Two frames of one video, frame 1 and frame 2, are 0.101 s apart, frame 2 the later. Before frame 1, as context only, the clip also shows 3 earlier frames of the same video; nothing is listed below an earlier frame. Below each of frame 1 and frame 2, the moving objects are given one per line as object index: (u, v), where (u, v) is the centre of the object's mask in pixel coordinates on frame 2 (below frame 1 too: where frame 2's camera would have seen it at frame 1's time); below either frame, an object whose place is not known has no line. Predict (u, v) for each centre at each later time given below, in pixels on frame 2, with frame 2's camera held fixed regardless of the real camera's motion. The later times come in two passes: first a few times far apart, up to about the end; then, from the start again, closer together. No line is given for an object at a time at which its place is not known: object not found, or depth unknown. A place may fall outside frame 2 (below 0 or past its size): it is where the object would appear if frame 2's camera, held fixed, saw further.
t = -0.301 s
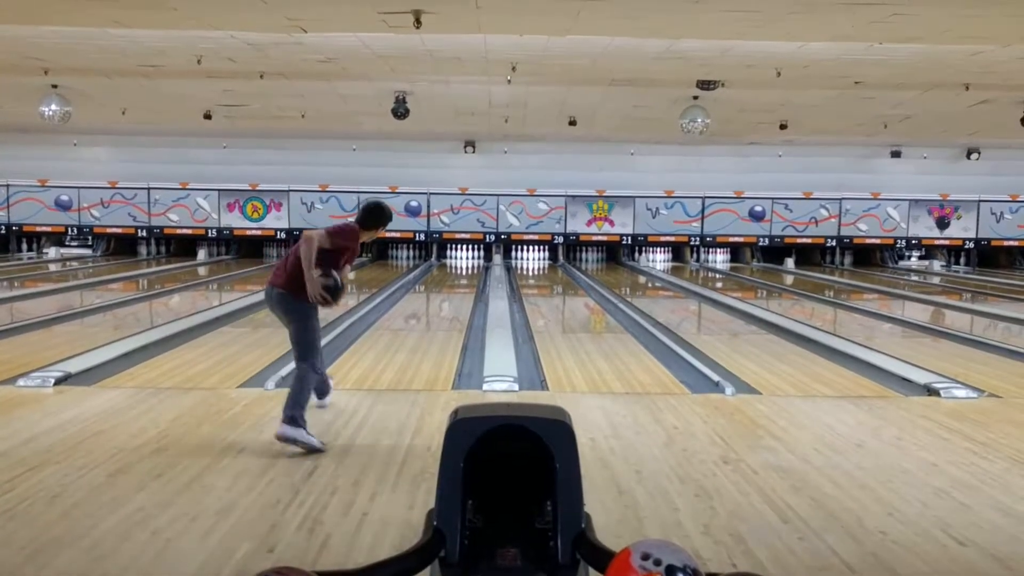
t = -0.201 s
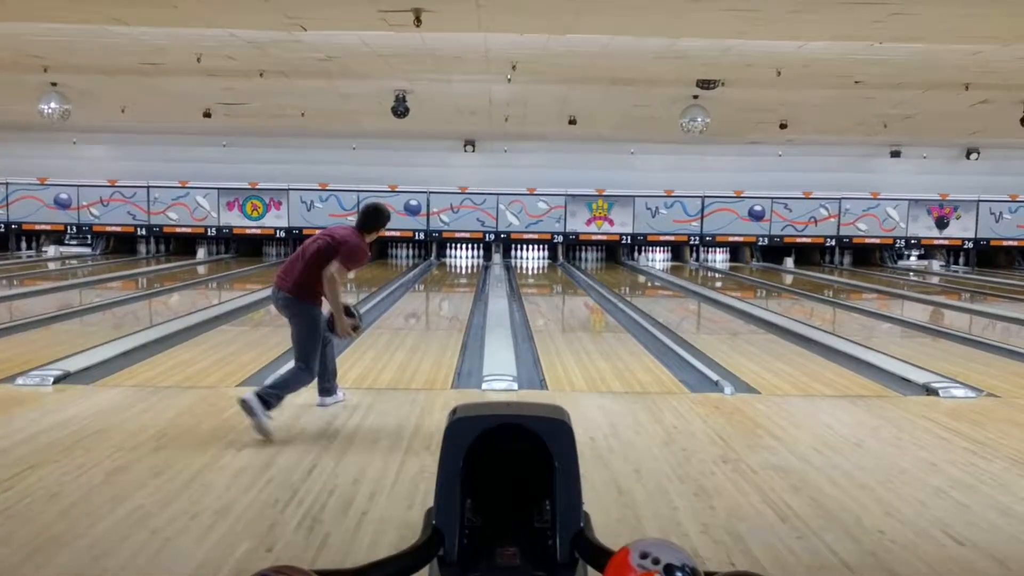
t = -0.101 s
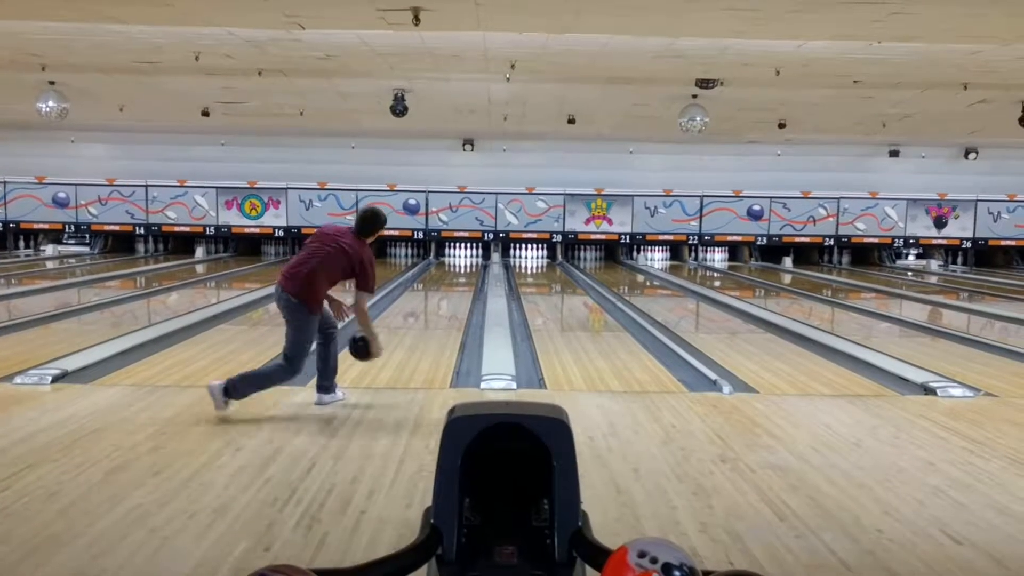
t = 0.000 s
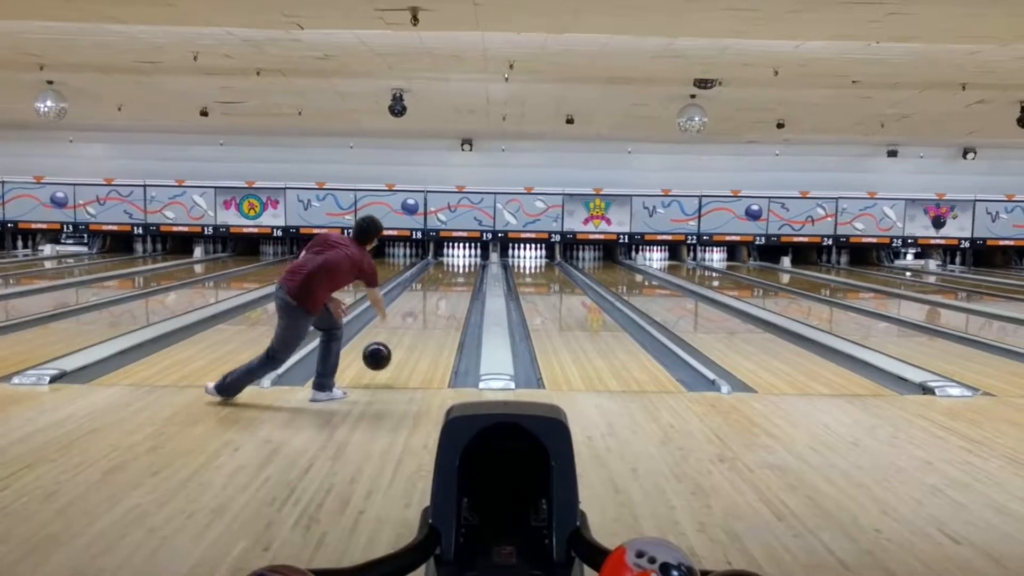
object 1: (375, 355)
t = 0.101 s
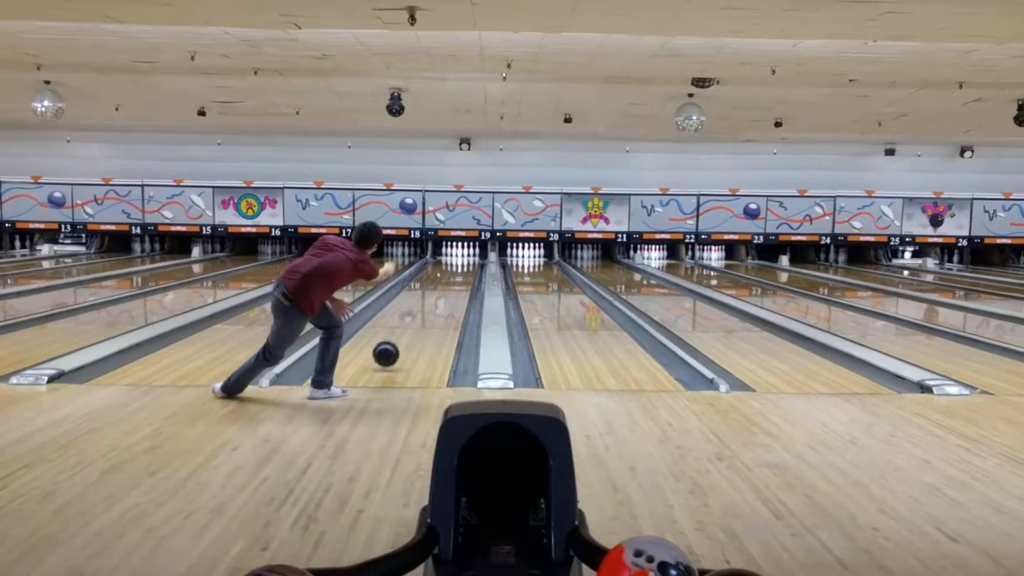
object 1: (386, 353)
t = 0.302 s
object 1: (402, 336)
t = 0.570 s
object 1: (418, 316)
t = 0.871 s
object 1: (430, 300)
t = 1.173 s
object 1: (439, 289)
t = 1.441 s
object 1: (444, 281)
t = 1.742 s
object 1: (448, 273)
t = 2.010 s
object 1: (450, 268)
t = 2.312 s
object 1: (452, 263)
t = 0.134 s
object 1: (389, 348)
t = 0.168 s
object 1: (392, 344)
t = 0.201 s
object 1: (395, 341)
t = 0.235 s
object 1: (397, 340)
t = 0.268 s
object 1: (400, 339)
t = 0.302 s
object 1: (402, 336)
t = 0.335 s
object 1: (405, 333)
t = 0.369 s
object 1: (407, 330)
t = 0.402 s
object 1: (409, 328)
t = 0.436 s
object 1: (411, 325)
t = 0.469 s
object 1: (414, 324)
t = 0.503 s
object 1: (415, 320)
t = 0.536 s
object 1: (416, 318)
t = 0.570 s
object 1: (418, 316)
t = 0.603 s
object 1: (419, 314)
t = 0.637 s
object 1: (421, 312)
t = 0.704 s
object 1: (424, 308)
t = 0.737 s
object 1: (425, 306)
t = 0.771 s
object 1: (426, 305)
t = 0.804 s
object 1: (428, 303)
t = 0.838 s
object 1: (429, 302)
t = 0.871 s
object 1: (430, 300)
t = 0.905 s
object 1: (431, 299)
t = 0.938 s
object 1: (431, 297)
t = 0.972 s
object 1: (432, 297)
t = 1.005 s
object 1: (434, 295)
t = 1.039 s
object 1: (434, 293)
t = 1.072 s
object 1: (434, 292)
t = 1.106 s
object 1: (435, 292)
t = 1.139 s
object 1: (435, 291)
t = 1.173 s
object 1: (439, 289)
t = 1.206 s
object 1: (440, 289)
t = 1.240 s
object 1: (440, 288)
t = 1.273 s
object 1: (440, 285)
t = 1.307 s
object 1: (441, 284)
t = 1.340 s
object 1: (442, 284)
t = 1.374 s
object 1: (442, 283)
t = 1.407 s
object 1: (443, 282)
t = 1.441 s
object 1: (444, 281)
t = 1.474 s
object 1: (444, 280)
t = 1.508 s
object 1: (445, 279)
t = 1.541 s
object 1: (445, 278)
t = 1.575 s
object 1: (446, 277)
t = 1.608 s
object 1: (446, 276)
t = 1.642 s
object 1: (447, 276)
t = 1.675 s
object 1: (447, 275)
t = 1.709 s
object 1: (447, 274)
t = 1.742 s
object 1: (448, 273)
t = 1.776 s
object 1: (448, 272)
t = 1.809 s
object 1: (448, 272)
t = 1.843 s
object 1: (448, 271)
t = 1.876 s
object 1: (449, 270)
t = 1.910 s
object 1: (449, 270)
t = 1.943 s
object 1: (450, 269)
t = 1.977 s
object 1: (450, 268)
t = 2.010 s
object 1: (450, 268)
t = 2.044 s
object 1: (450, 267)
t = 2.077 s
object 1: (450, 267)
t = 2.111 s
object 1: (450, 266)
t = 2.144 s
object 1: (451, 266)
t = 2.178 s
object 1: (451, 265)
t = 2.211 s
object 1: (451, 265)
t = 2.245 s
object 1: (451, 264)
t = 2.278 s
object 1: (452, 264)
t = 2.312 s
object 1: (452, 263)
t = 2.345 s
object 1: (452, 263)
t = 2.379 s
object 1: (452, 263)
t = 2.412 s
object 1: (452, 262)
